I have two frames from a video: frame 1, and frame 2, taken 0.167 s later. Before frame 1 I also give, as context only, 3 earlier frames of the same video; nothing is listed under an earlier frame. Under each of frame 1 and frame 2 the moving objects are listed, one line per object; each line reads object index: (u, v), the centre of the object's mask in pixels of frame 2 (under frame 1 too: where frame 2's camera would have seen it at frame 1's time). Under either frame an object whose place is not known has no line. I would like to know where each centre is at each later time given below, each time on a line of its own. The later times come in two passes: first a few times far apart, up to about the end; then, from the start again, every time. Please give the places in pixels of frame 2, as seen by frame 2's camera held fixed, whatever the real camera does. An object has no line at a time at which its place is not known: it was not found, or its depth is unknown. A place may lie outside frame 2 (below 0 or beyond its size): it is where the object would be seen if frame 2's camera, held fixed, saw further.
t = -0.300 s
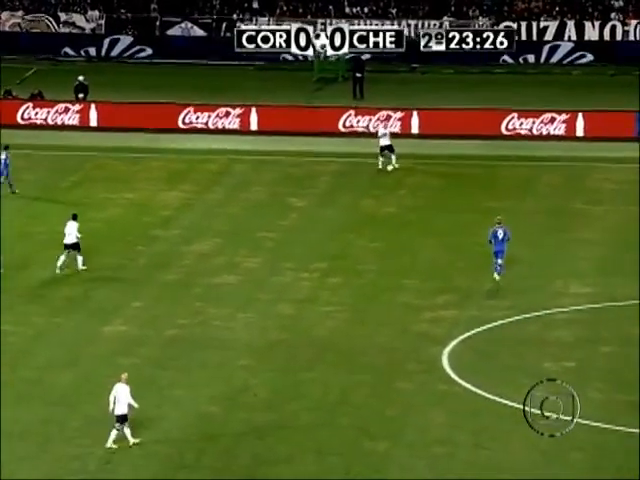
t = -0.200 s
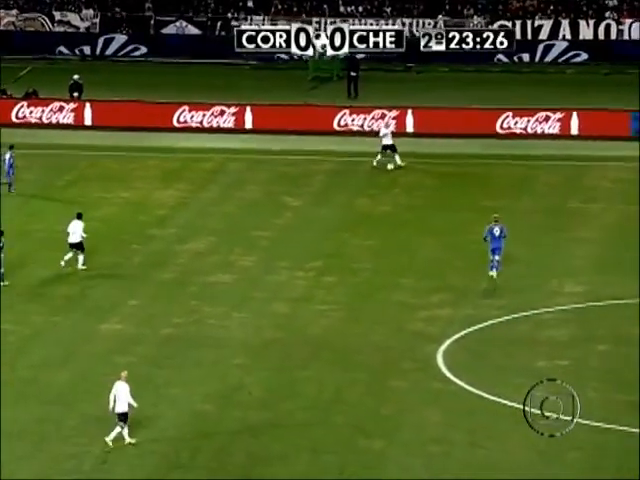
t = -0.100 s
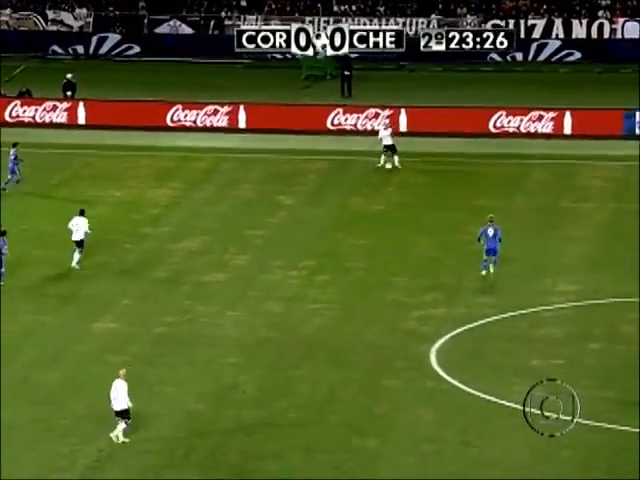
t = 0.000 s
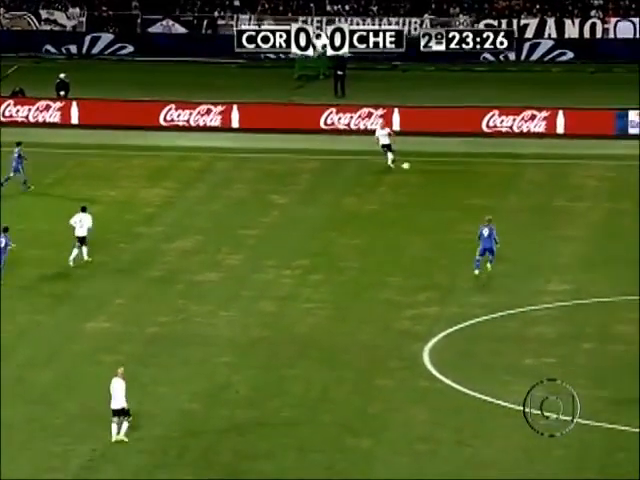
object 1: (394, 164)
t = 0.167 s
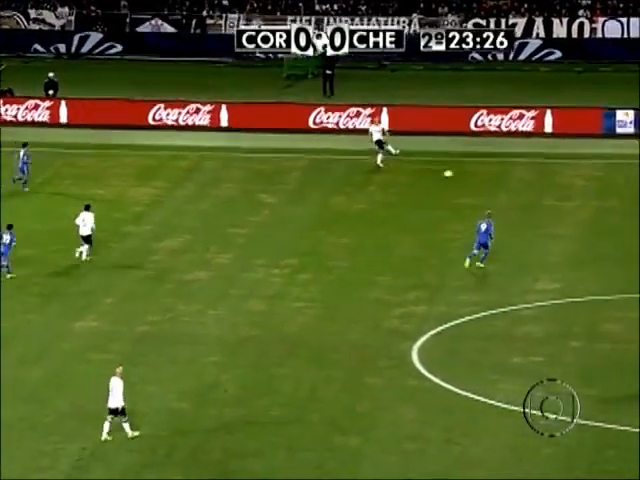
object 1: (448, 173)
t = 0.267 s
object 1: (477, 176)
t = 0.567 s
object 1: (565, 186)
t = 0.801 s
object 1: (624, 194)
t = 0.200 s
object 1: (457, 175)
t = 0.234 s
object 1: (468, 175)
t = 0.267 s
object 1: (477, 176)
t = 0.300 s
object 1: (488, 176)
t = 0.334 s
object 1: (498, 178)
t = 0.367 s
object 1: (507, 180)
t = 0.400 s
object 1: (518, 182)
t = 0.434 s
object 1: (527, 183)
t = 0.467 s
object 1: (537, 184)
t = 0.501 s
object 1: (546, 184)
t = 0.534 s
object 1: (555, 185)
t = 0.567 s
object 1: (565, 186)
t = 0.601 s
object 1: (573, 188)
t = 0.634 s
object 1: (583, 190)
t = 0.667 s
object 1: (591, 190)
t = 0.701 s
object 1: (600, 191)
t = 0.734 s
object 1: (608, 192)
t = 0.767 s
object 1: (616, 192)
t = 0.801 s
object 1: (624, 194)
